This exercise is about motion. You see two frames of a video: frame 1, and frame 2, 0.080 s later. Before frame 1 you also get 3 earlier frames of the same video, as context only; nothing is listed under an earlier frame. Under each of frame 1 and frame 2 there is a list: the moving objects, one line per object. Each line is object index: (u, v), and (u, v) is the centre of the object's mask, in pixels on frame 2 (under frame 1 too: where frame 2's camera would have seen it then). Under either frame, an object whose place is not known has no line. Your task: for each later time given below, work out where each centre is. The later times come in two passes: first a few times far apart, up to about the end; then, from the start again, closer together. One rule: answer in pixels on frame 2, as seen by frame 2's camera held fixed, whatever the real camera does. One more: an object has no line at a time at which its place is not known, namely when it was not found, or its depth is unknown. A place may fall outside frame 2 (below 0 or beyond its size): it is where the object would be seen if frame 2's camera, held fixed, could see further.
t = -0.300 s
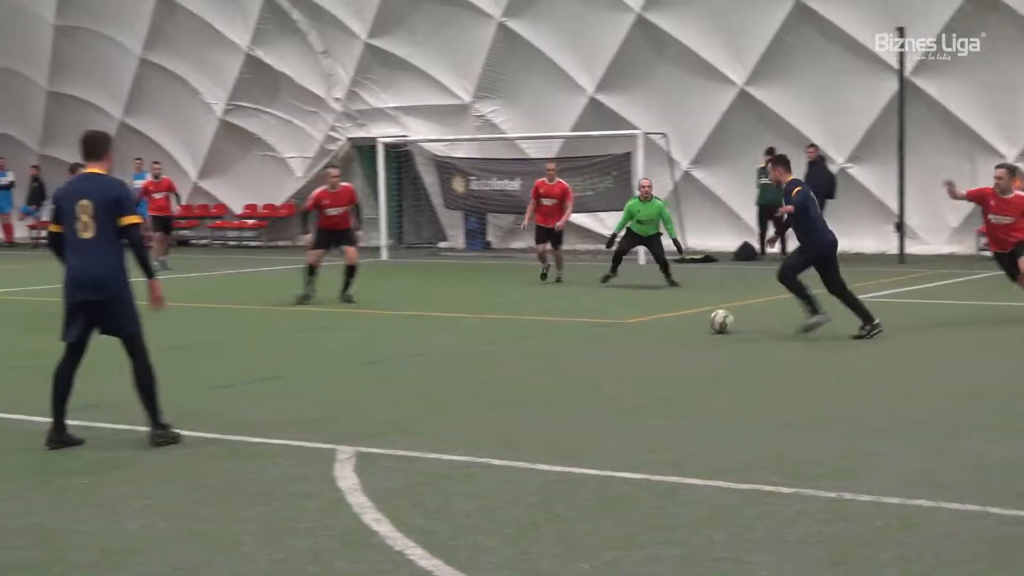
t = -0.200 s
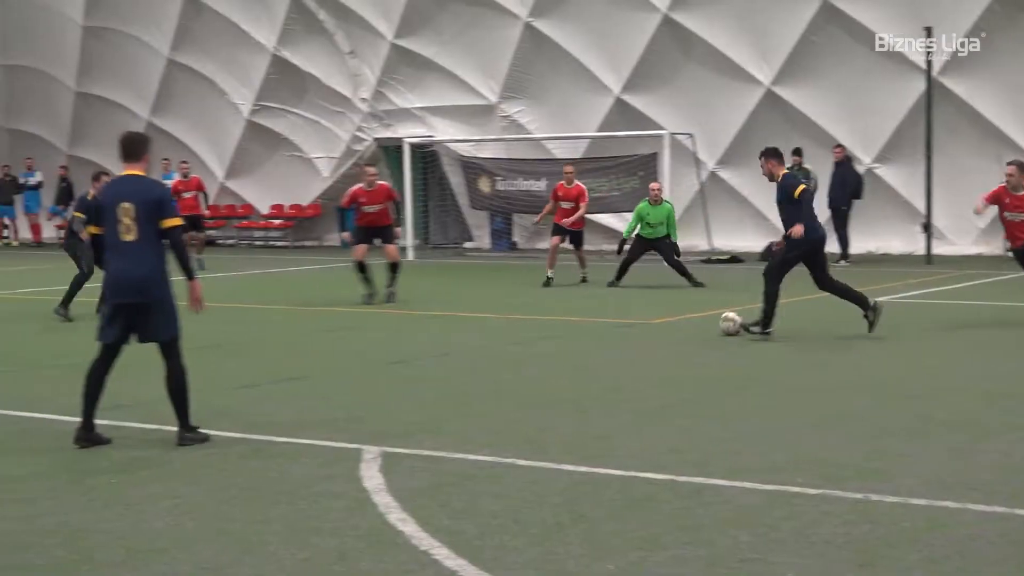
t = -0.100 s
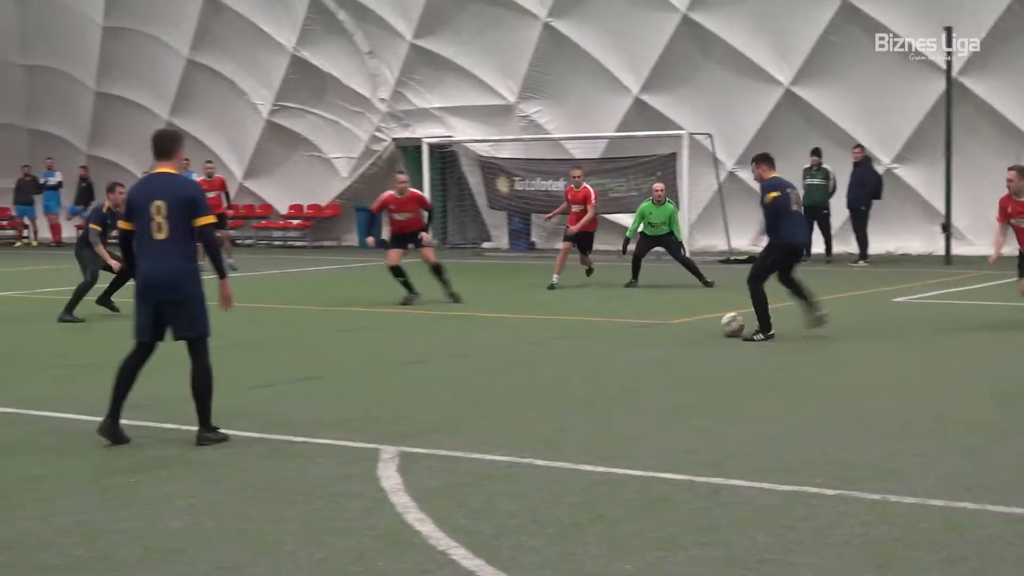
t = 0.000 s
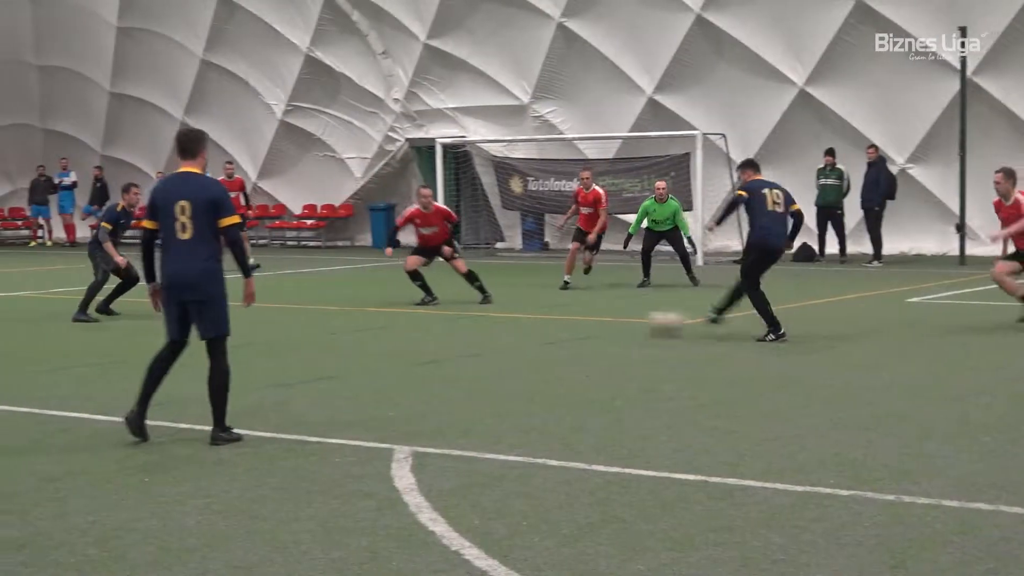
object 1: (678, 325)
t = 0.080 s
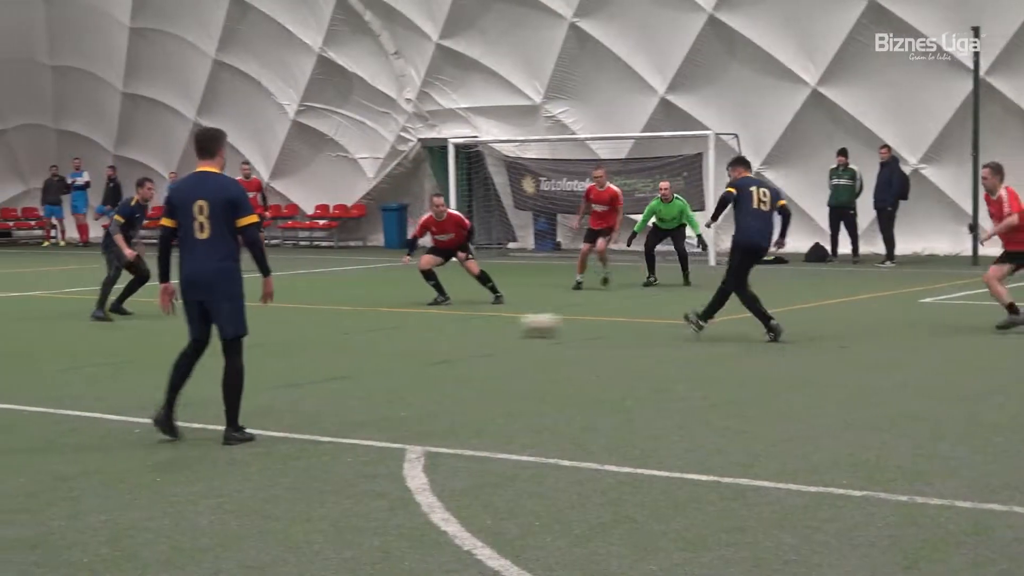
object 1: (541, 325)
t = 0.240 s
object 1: (290, 325)
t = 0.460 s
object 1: (3, 328)
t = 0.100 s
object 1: (508, 325)
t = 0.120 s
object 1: (474, 325)
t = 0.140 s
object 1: (442, 324)
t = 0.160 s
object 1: (411, 322)
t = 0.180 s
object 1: (380, 322)
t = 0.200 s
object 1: (351, 322)
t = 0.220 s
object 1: (322, 323)
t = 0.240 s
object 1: (290, 325)
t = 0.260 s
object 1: (266, 326)
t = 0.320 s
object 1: (179, 323)
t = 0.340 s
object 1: (154, 321)
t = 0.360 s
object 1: (129, 320)
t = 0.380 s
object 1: (103, 321)
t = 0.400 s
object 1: (77, 322)
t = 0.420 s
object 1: (53, 322)
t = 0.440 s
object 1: (28, 326)
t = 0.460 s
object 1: (3, 328)
